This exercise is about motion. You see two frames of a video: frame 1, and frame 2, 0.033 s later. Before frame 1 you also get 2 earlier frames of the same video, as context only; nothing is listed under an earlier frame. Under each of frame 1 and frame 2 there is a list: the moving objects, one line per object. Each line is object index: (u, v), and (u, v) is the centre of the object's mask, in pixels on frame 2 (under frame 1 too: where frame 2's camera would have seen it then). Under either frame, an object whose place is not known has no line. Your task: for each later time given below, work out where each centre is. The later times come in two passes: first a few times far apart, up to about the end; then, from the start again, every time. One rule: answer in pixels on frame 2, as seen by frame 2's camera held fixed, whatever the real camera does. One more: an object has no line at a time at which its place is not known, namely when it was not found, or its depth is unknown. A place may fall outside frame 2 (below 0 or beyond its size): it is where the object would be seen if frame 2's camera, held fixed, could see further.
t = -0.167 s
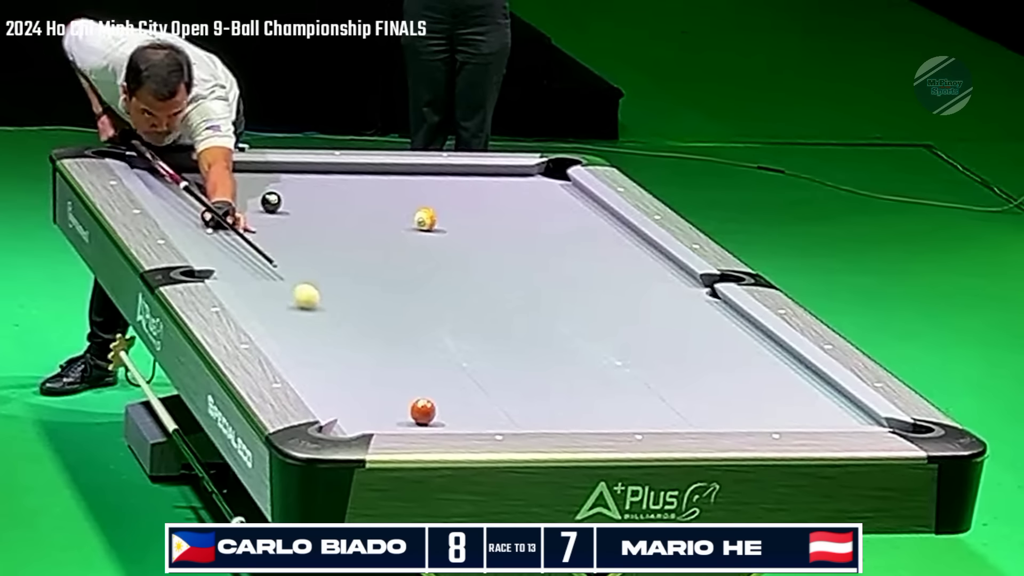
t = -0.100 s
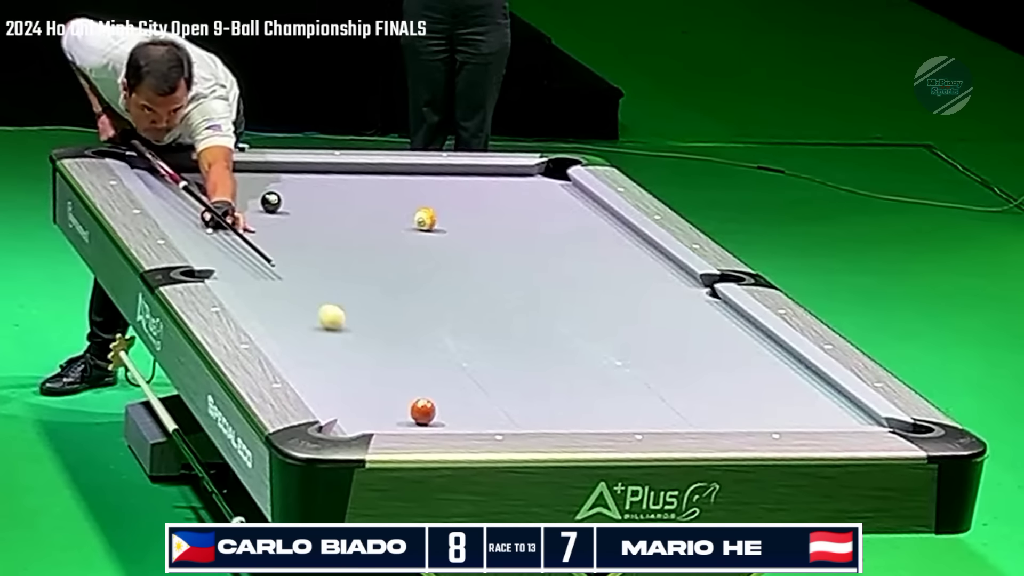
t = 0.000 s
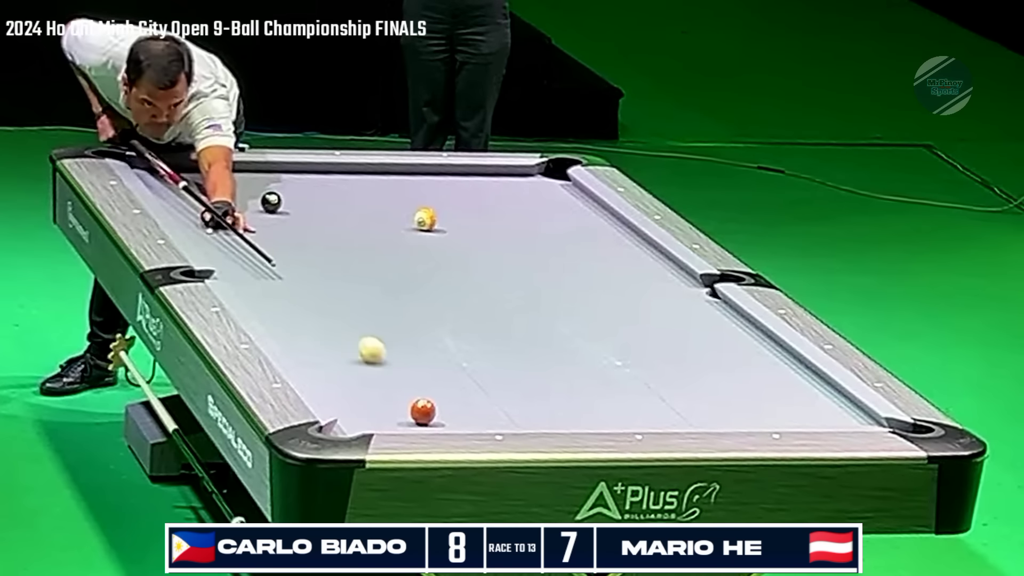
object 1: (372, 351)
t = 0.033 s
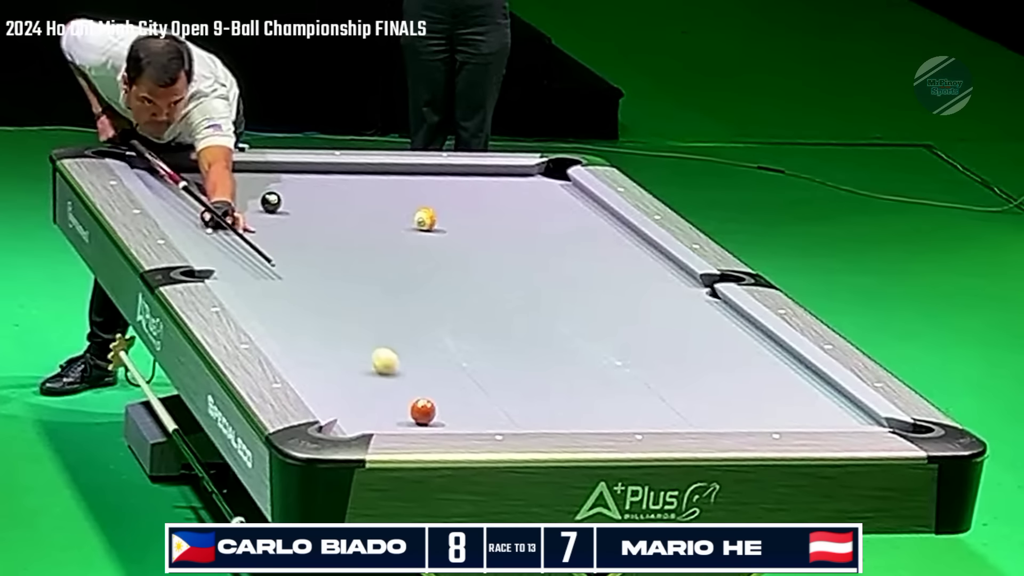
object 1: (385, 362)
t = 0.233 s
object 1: (496, 421)
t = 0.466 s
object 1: (539, 387)
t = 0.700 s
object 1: (576, 356)
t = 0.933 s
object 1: (611, 330)
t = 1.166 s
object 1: (644, 305)
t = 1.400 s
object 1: (674, 283)
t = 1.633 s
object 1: (650, 263)
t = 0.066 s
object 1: (398, 373)
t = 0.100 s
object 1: (413, 385)
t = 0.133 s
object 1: (427, 392)
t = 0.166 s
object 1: (443, 408)
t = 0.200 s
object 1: (470, 415)
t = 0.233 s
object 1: (496, 421)
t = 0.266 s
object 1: (511, 420)
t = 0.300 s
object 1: (514, 416)
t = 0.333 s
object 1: (520, 411)
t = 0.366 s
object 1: (525, 404)
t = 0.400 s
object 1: (530, 398)
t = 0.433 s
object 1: (534, 393)
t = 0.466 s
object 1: (539, 387)
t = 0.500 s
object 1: (544, 382)
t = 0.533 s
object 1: (550, 377)
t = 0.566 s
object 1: (555, 372)
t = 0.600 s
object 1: (560, 367)
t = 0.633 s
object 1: (566, 363)
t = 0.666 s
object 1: (571, 359)
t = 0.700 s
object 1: (576, 356)
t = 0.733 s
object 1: (581, 352)
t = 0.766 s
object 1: (586, 348)
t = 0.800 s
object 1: (591, 344)
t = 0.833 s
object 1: (596, 340)
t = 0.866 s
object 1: (601, 337)
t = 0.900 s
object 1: (606, 333)
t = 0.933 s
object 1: (611, 330)
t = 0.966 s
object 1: (616, 326)
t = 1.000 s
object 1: (621, 323)
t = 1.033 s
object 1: (626, 320)
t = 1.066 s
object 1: (630, 316)
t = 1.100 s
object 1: (635, 312)
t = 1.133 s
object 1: (639, 309)
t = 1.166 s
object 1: (644, 305)
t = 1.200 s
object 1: (648, 302)
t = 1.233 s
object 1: (653, 299)
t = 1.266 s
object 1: (657, 296)
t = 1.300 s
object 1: (662, 292)
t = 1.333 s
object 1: (666, 289)
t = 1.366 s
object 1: (670, 286)
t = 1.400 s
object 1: (674, 283)
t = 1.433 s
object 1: (678, 280)
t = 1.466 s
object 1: (683, 277)
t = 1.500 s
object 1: (684, 274)
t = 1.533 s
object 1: (675, 271)
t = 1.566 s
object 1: (666, 268)
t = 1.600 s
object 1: (658, 266)
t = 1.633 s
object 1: (650, 263)
